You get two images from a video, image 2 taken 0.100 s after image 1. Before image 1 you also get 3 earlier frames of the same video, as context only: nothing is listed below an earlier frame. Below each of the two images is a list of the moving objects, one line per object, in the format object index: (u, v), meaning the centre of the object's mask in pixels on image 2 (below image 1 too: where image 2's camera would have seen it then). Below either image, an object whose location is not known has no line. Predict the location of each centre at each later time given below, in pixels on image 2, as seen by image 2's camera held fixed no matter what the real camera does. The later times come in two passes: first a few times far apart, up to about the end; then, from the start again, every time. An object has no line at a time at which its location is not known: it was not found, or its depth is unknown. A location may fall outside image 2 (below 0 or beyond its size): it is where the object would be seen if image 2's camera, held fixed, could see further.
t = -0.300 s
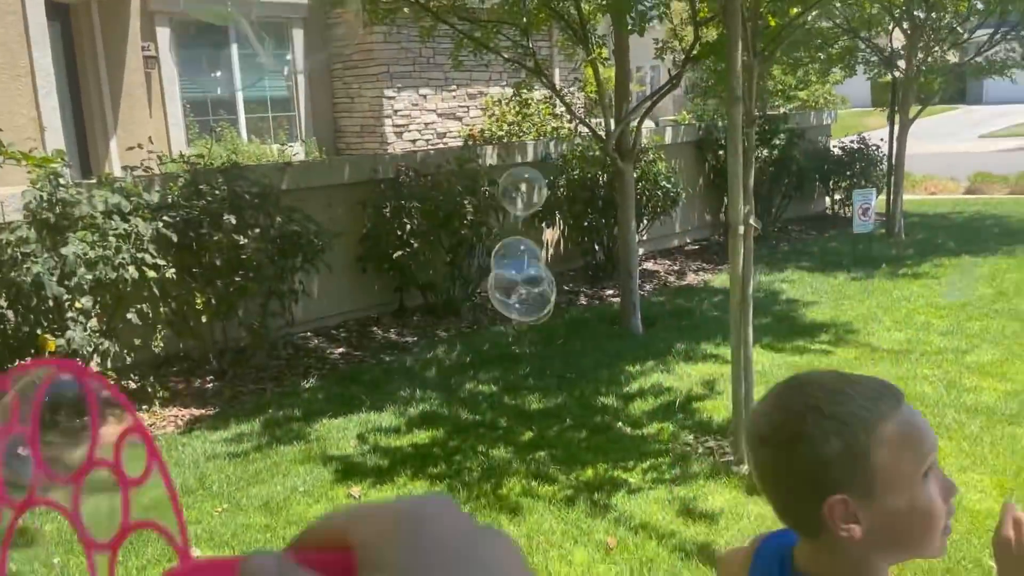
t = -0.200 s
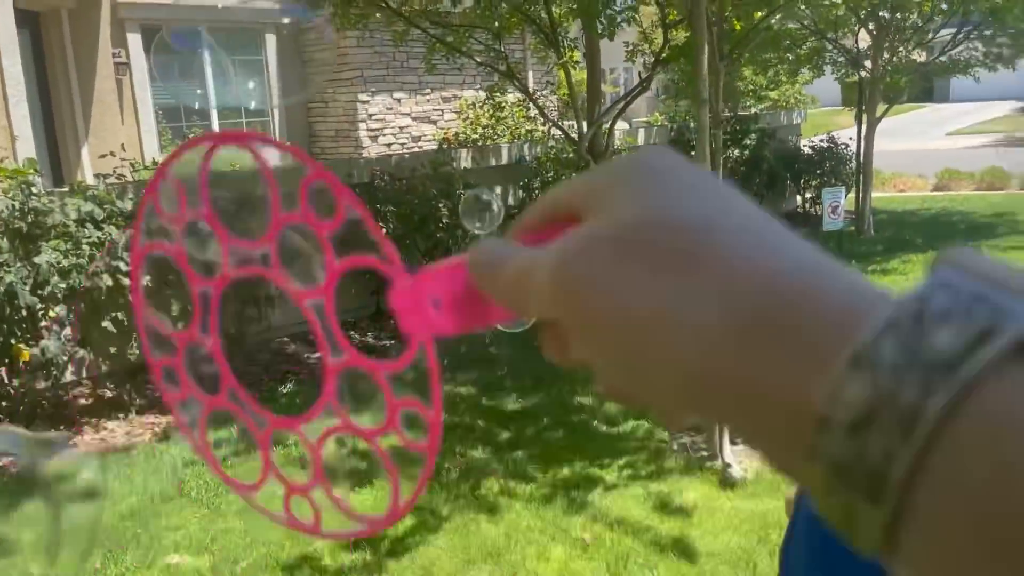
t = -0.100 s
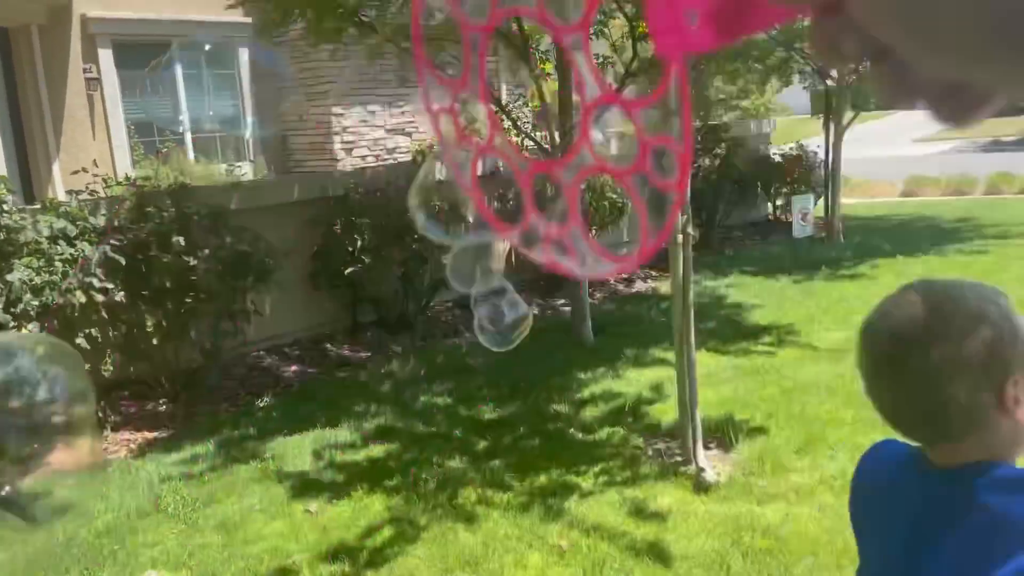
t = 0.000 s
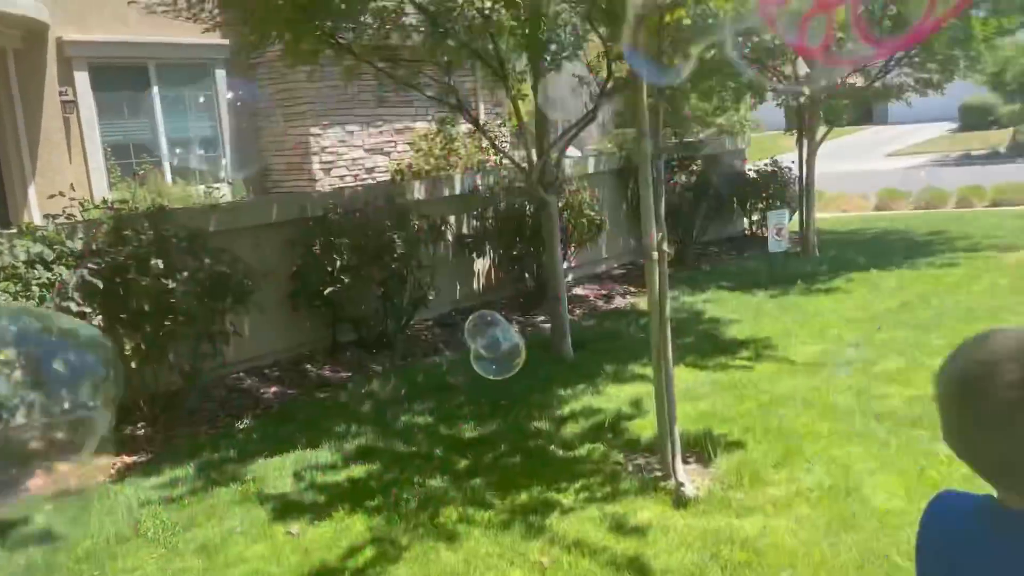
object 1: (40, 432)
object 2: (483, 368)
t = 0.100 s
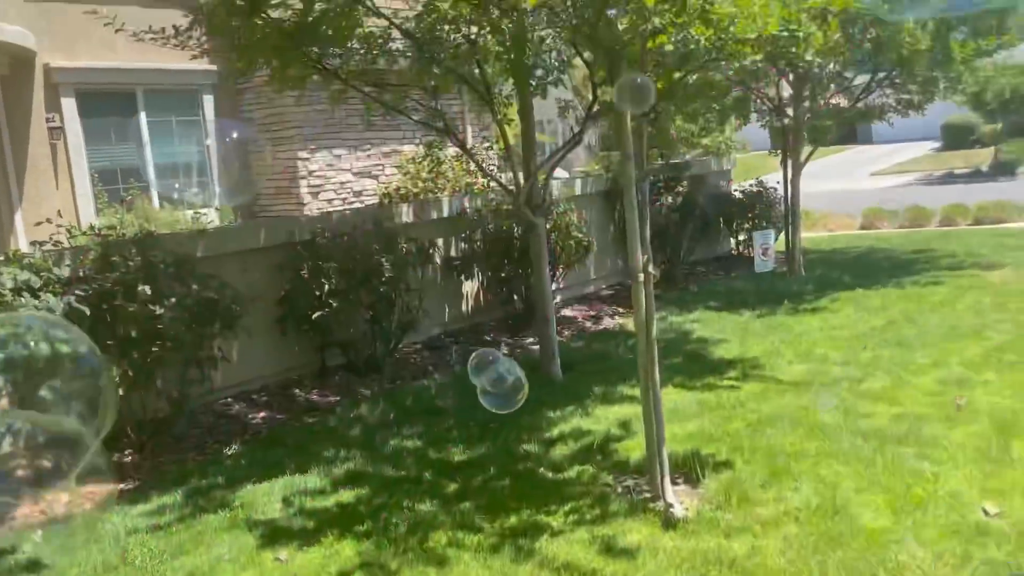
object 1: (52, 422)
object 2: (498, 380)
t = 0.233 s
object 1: (53, 396)
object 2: (523, 396)
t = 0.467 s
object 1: (20, 377)
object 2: (582, 404)
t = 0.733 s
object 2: (646, 404)
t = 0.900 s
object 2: (660, 400)
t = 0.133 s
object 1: (53, 424)
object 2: (503, 385)
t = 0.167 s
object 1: (53, 421)
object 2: (509, 388)
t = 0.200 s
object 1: (55, 404)
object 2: (515, 392)
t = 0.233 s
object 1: (53, 396)
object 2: (523, 396)
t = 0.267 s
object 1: (49, 390)
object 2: (531, 399)
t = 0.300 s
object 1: (45, 386)
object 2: (540, 401)
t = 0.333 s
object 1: (39, 382)
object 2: (547, 402)
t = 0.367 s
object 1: (34, 381)
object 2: (555, 402)
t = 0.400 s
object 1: (30, 377)
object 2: (564, 403)
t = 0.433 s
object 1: (26, 376)
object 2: (573, 404)
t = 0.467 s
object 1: (20, 377)
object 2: (582, 404)
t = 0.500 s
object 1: (16, 375)
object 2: (591, 403)
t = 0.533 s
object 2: (600, 400)
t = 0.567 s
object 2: (611, 398)
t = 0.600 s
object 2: (623, 398)
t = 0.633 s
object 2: (632, 401)
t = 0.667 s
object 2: (634, 409)
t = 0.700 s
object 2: (636, 408)
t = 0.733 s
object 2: (646, 404)
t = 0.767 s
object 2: (650, 404)
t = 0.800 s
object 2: (654, 402)
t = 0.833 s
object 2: (656, 401)
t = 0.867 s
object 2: (658, 401)
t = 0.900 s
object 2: (660, 400)
